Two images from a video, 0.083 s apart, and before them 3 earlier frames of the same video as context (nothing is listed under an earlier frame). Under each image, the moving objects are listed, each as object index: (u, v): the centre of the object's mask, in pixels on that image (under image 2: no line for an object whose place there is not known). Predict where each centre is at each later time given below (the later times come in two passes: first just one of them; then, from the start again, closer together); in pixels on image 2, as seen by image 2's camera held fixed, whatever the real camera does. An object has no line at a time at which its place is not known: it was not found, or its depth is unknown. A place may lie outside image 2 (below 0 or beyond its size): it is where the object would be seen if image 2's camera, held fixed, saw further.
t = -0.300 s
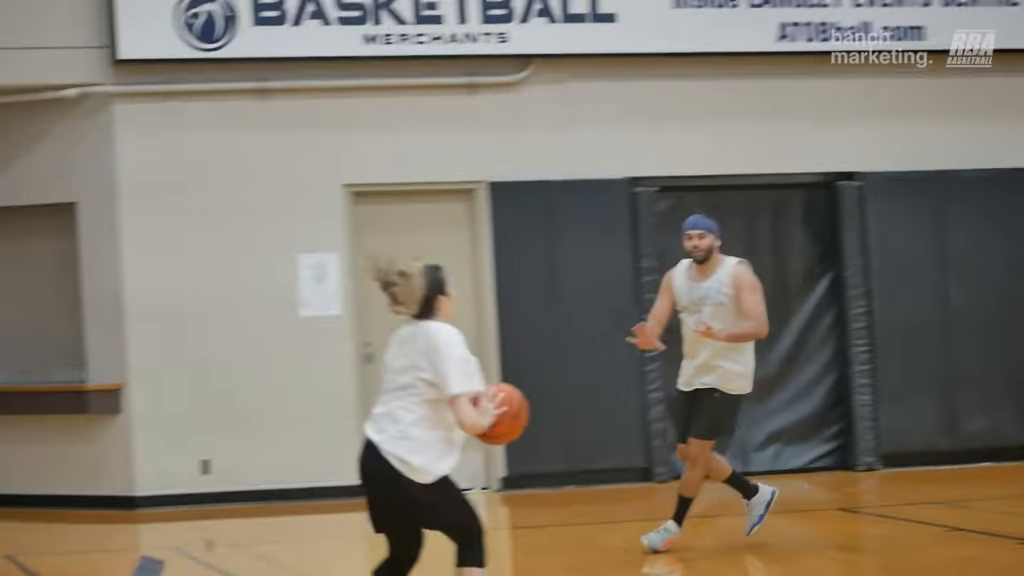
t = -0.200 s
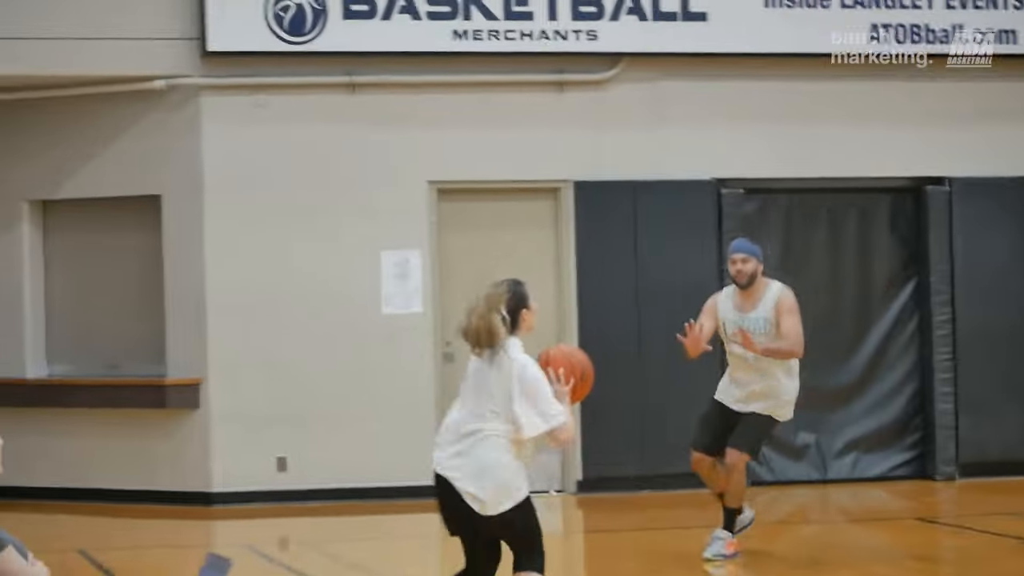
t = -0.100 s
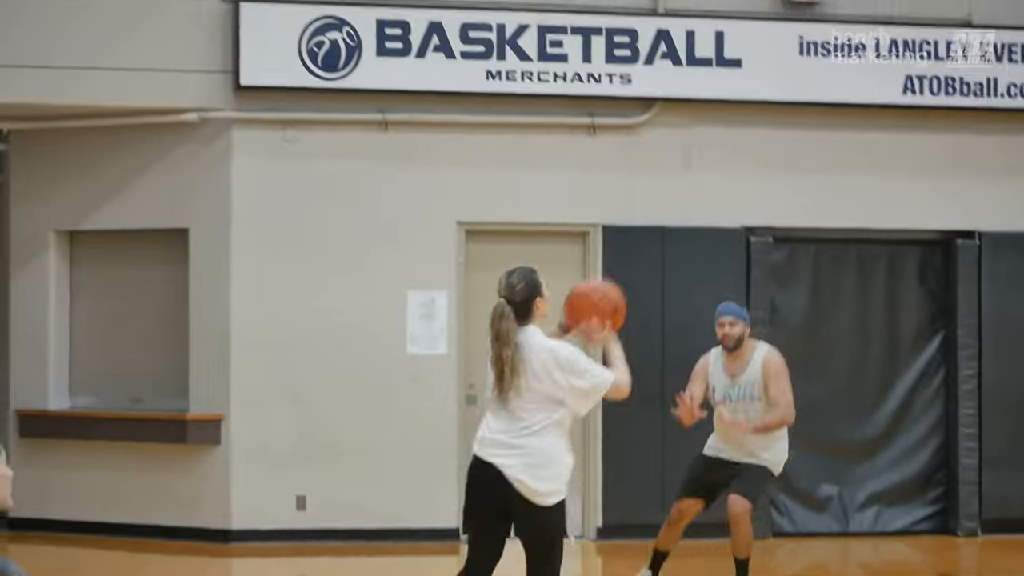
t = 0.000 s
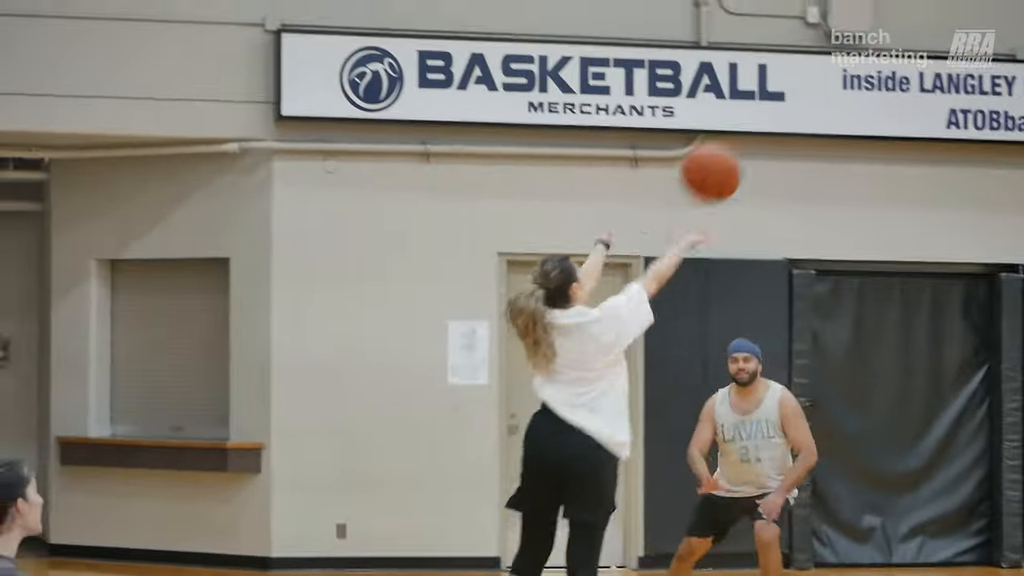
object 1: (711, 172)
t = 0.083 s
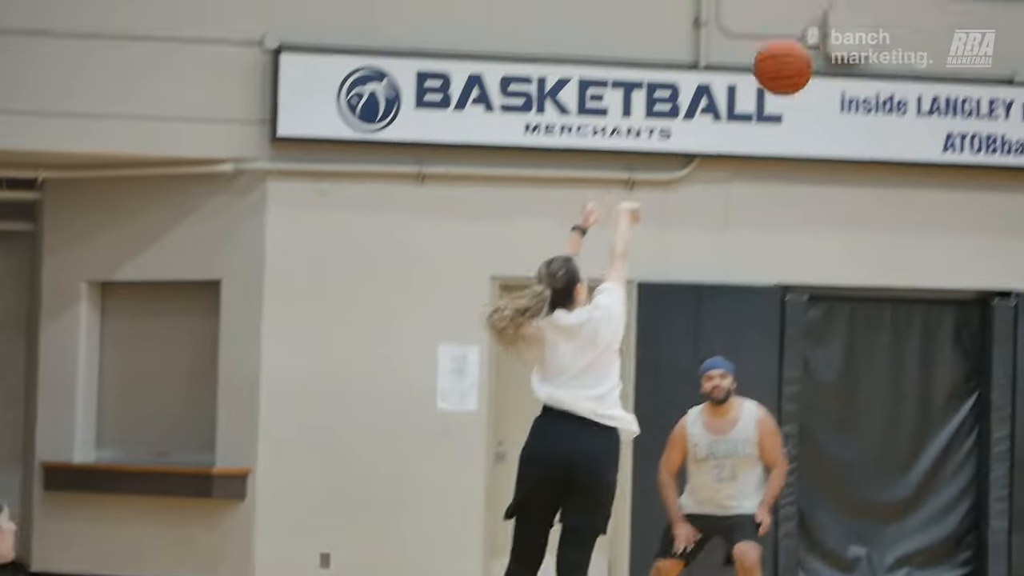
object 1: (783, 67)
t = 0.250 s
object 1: (920, -111)
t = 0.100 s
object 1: (798, 44)
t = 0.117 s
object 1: (813, 21)
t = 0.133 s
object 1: (828, -2)
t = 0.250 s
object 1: (920, -111)
